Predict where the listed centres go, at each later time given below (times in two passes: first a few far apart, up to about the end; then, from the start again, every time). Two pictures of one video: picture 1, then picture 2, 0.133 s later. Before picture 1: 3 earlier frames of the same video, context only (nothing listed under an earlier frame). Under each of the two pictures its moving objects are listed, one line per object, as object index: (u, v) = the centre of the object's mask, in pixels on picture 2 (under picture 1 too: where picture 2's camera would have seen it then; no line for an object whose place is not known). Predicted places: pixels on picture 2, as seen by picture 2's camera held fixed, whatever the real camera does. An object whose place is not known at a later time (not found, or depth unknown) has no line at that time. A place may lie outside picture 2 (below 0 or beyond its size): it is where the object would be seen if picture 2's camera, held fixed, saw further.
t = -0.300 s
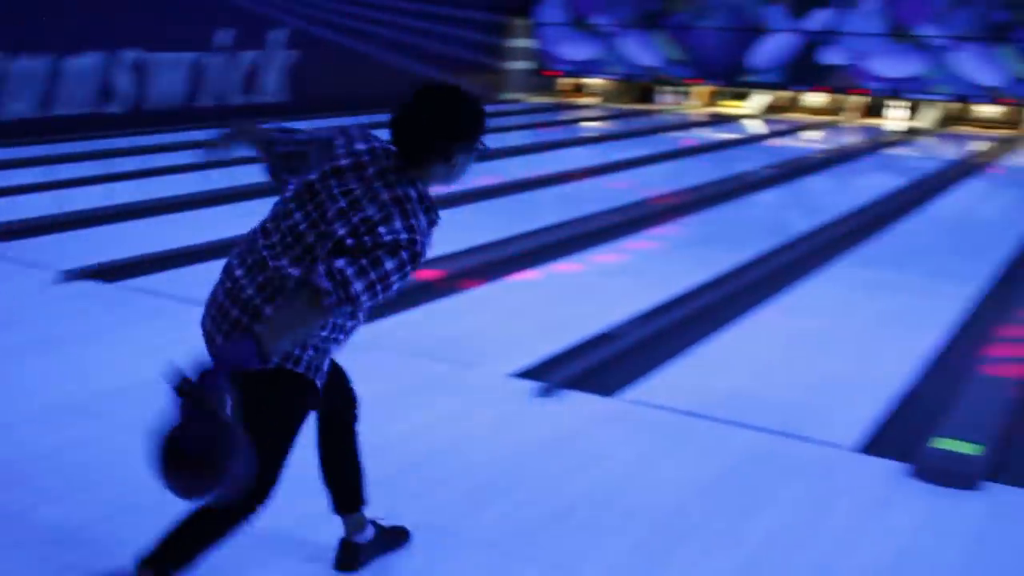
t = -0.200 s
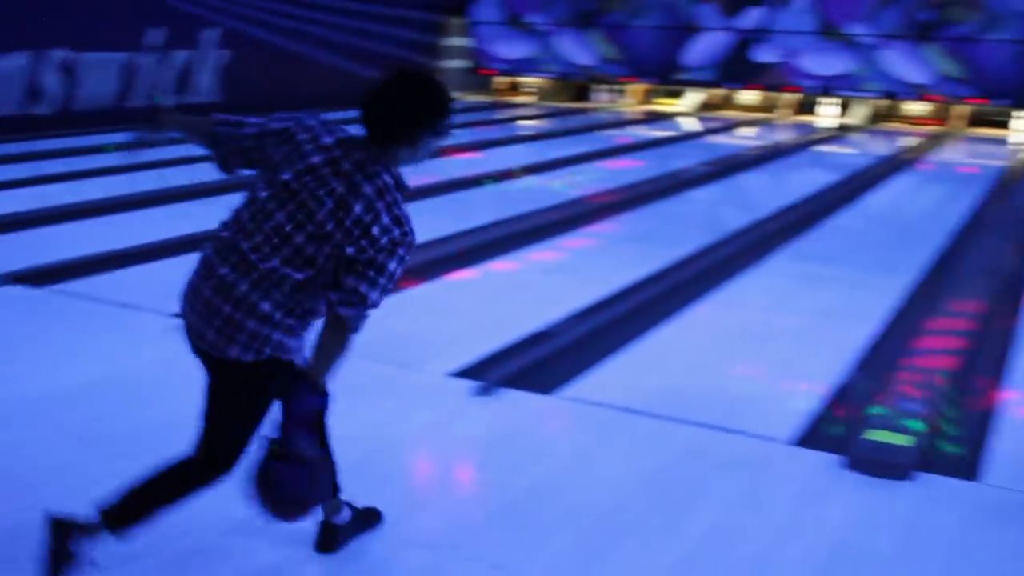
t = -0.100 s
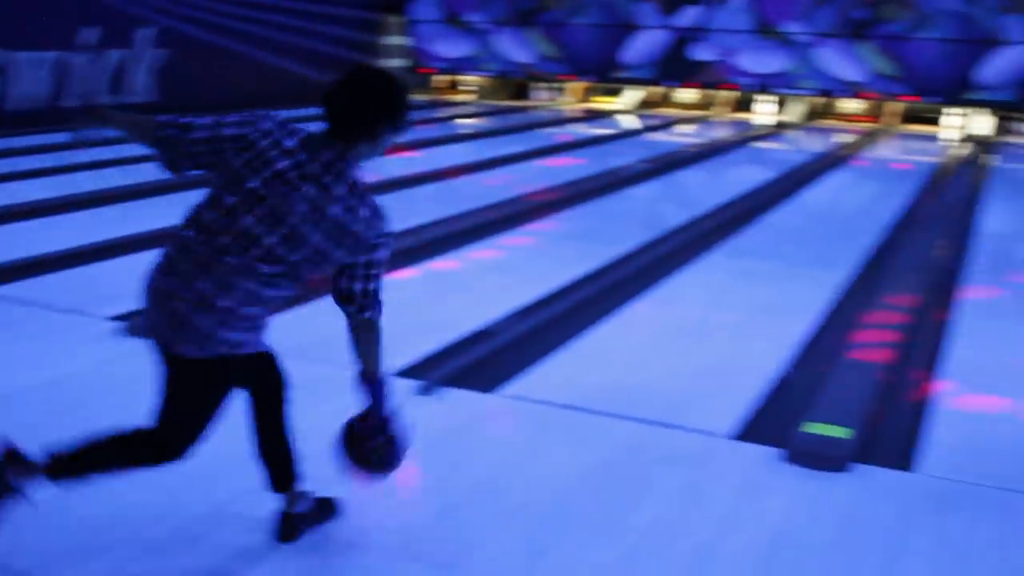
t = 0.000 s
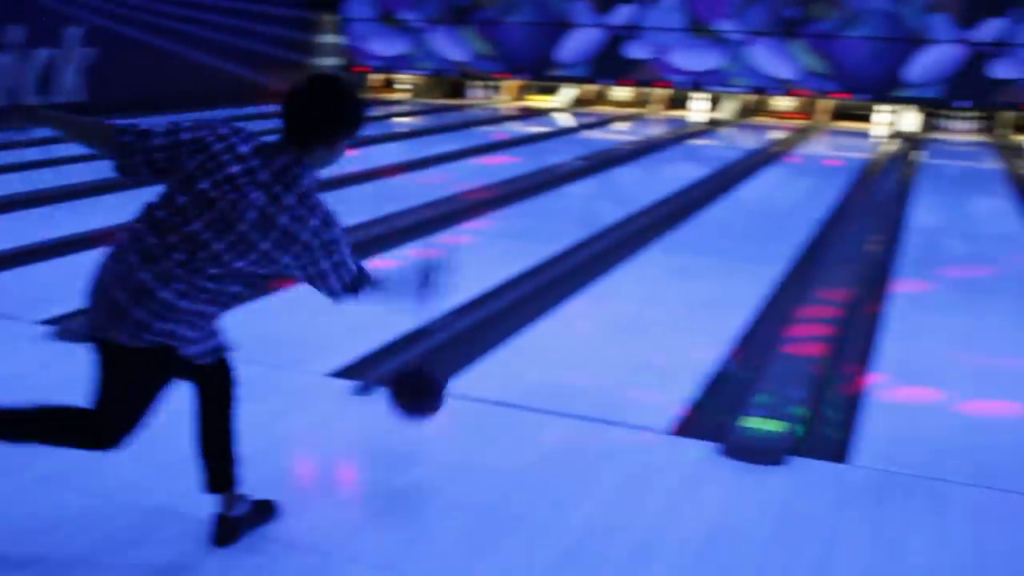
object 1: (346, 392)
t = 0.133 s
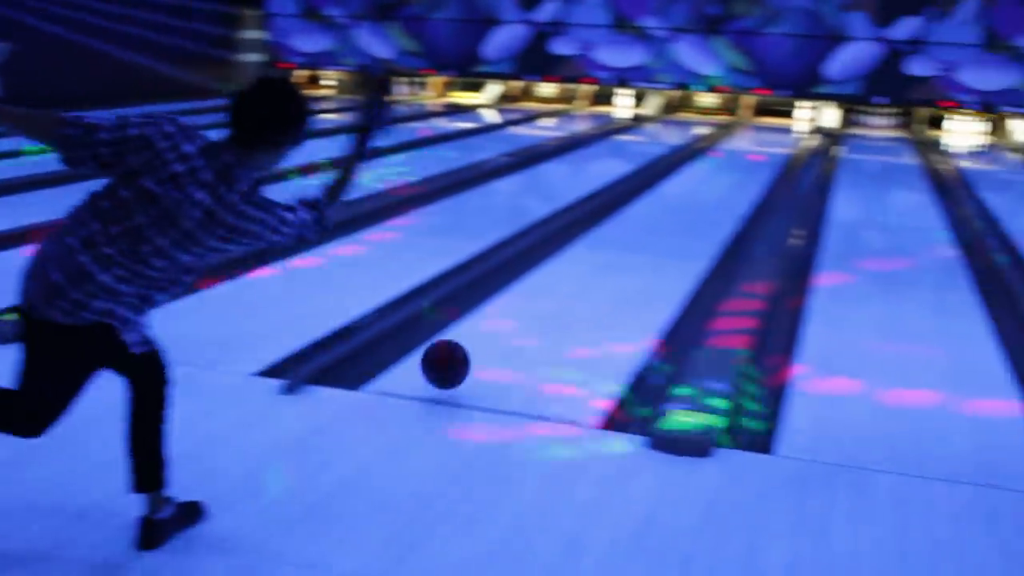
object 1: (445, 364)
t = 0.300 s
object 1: (530, 318)
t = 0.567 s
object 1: (619, 259)
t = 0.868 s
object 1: (680, 218)
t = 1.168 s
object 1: (721, 191)
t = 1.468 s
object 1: (748, 172)
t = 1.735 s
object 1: (766, 158)
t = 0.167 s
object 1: (465, 362)
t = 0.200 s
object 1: (483, 349)
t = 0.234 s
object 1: (500, 338)
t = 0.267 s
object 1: (516, 328)
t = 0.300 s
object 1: (530, 318)
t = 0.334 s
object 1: (544, 309)
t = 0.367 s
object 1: (557, 300)
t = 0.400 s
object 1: (569, 292)
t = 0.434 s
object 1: (580, 285)
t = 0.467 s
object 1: (591, 278)
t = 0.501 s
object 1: (600, 271)
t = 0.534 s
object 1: (610, 265)
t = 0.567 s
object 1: (619, 259)
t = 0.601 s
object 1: (627, 254)
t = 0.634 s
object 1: (635, 249)
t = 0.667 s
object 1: (643, 244)
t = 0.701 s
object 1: (650, 238)
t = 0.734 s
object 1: (657, 234)
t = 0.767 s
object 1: (663, 230)
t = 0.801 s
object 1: (669, 226)
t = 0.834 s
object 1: (675, 222)
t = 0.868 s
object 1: (680, 218)
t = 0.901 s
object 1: (685, 214)
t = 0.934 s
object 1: (691, 211)
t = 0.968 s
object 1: (695, 208)
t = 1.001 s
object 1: (700, 205)
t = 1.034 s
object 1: (704, 202)
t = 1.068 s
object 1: (709, 199)
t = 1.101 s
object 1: (713, 197)
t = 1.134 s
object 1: (716, 194)
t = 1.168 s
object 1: (721, 191)
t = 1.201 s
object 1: (724, 189)
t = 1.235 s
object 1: (727, 186)
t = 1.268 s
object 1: (731, 184)
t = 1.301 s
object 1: (734, 182)
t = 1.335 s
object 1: (737, 180)
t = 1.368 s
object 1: (740, 177)
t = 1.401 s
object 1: (743, 175)
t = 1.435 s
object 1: (746, 173)
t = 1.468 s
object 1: (748, 172)
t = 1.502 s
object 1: (751, 169)
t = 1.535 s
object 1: (753, 167)
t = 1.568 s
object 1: (756, 166)
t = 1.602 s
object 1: (758, 165)
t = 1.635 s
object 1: (760, 163)
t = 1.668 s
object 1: (762, 161)
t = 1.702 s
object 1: (764, 160)
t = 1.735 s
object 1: (766, 158)
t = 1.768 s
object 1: (768, 157)
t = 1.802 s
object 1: (769, 156)
